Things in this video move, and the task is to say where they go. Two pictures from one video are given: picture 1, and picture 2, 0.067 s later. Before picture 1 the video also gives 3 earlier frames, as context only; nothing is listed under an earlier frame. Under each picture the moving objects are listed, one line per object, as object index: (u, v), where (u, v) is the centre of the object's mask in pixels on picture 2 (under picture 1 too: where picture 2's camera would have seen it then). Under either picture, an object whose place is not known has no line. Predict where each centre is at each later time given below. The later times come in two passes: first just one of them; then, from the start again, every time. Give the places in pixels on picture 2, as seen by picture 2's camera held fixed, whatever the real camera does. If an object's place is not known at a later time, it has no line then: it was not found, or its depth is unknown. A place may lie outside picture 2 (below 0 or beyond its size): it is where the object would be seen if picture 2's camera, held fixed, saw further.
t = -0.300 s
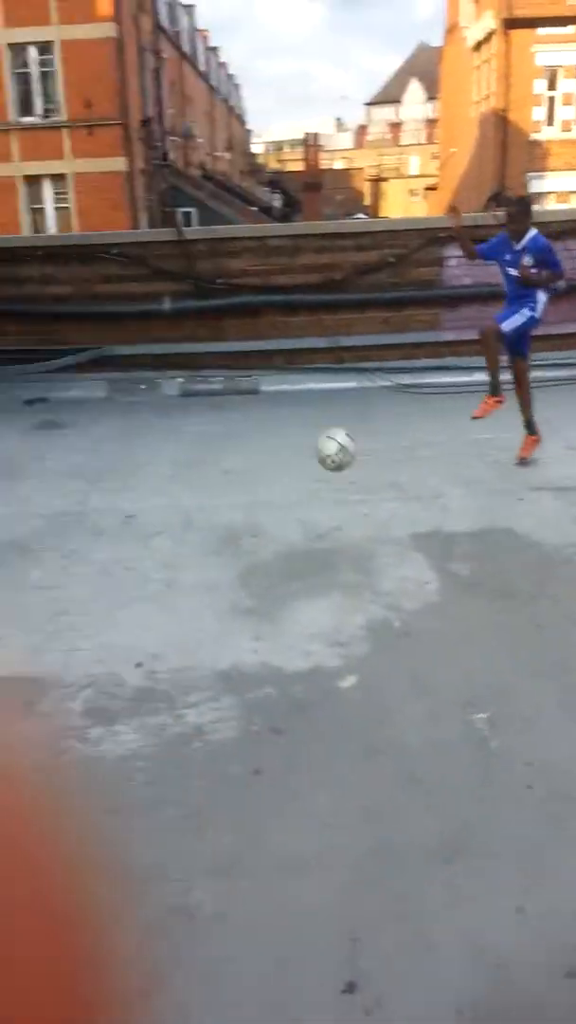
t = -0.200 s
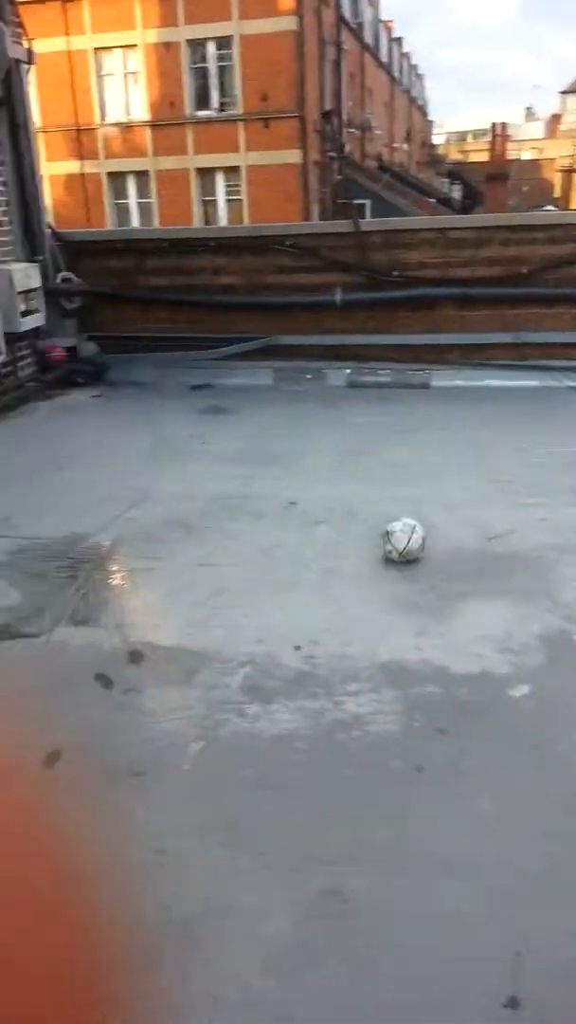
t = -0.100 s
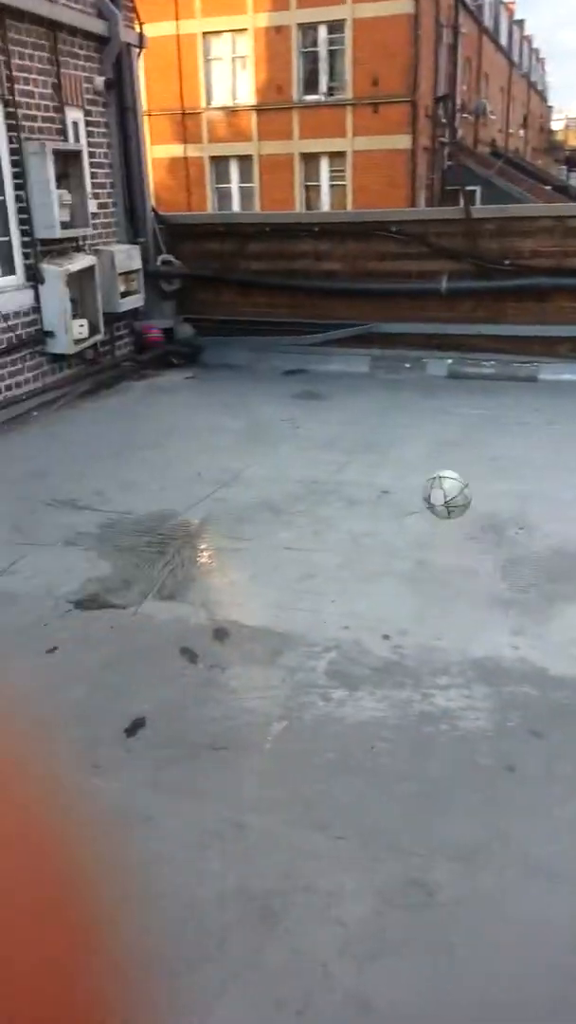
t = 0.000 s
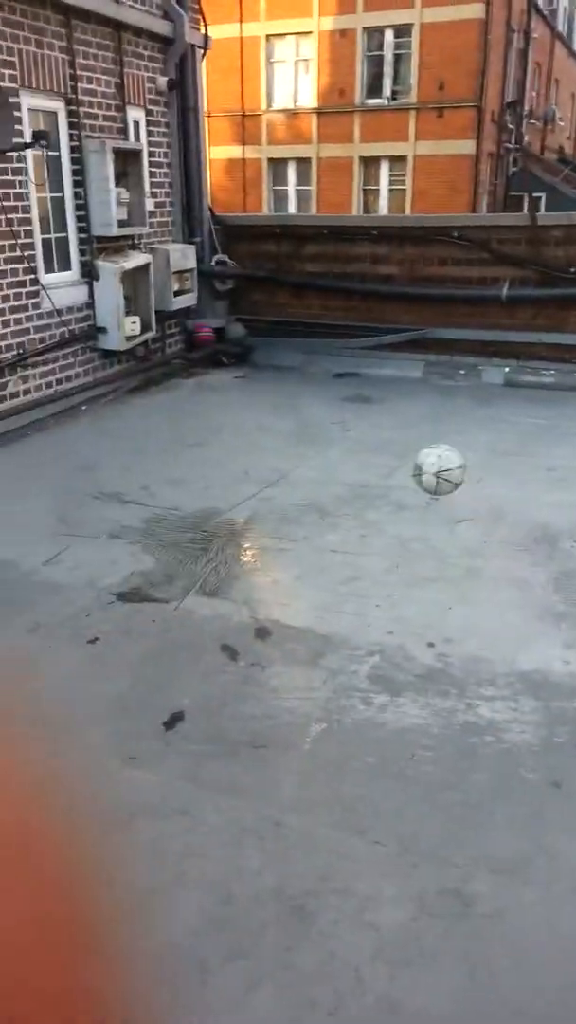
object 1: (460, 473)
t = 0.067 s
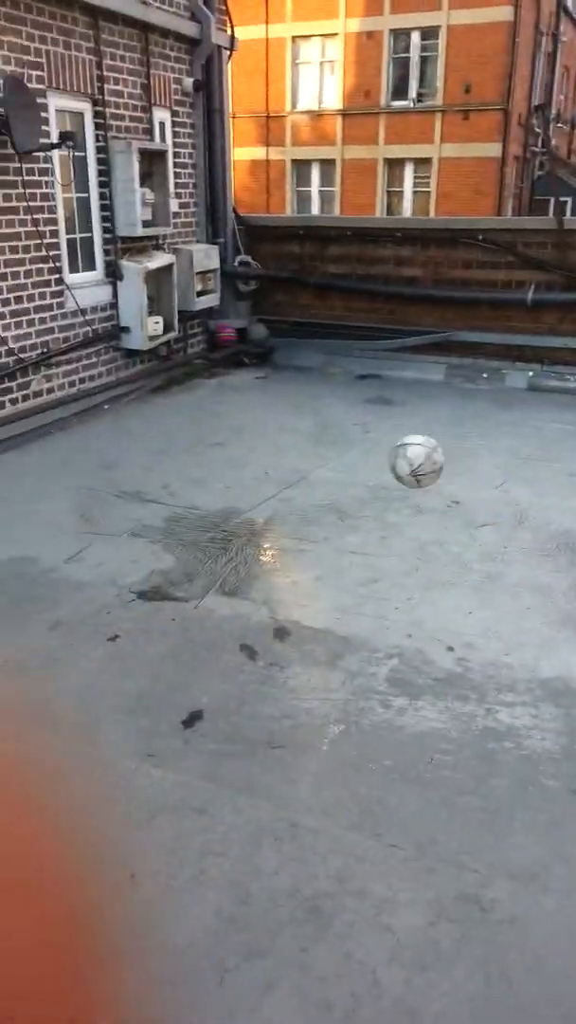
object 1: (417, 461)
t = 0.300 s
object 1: (247, 504)
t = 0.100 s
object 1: (395, 459)
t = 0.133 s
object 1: (371, 459)
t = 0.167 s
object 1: (346, 463)
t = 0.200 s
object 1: (322, 469)
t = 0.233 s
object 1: (297, 478)
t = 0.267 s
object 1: (272, 490)
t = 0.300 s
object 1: (247, 504)
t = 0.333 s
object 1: (221, 519)
